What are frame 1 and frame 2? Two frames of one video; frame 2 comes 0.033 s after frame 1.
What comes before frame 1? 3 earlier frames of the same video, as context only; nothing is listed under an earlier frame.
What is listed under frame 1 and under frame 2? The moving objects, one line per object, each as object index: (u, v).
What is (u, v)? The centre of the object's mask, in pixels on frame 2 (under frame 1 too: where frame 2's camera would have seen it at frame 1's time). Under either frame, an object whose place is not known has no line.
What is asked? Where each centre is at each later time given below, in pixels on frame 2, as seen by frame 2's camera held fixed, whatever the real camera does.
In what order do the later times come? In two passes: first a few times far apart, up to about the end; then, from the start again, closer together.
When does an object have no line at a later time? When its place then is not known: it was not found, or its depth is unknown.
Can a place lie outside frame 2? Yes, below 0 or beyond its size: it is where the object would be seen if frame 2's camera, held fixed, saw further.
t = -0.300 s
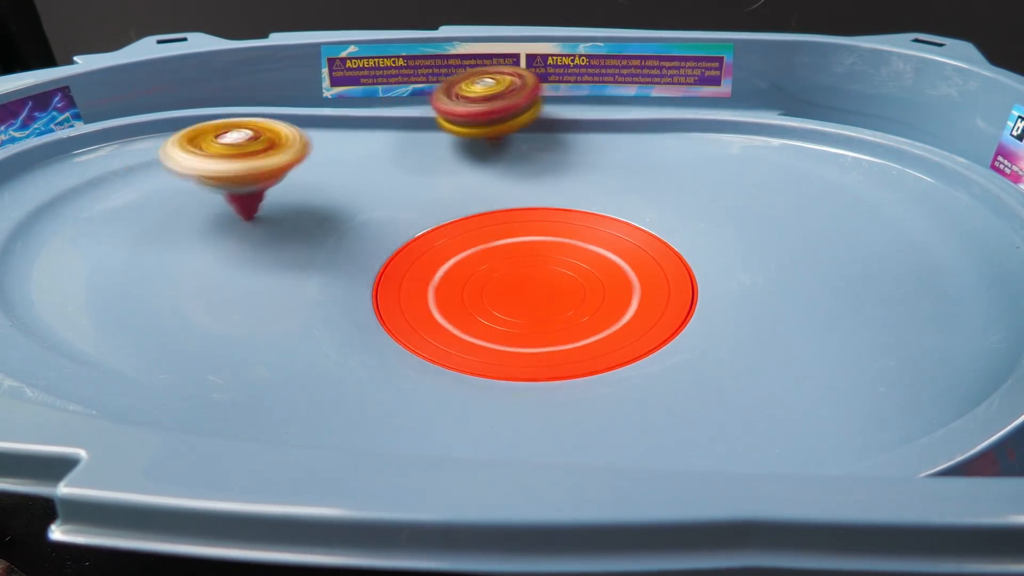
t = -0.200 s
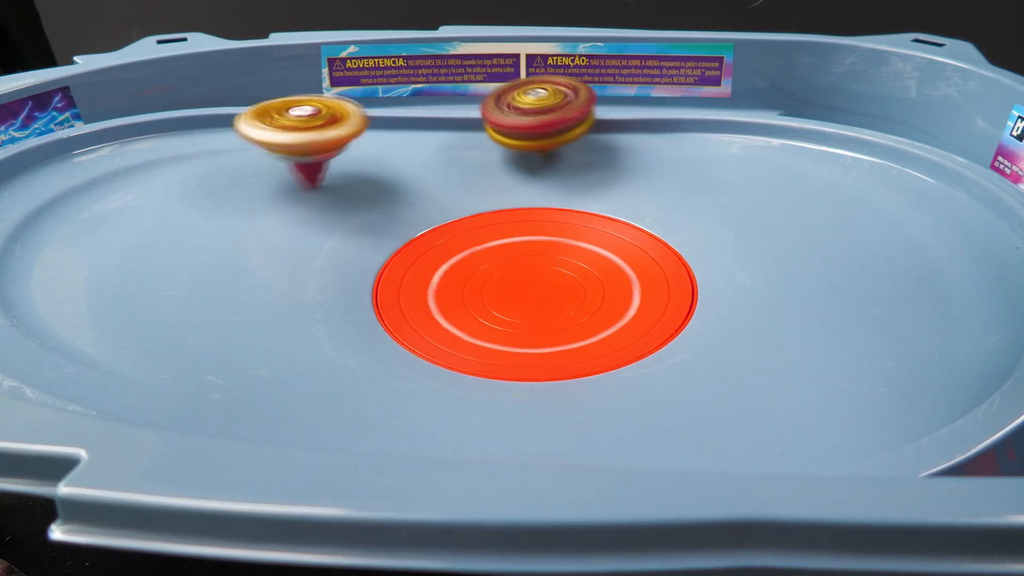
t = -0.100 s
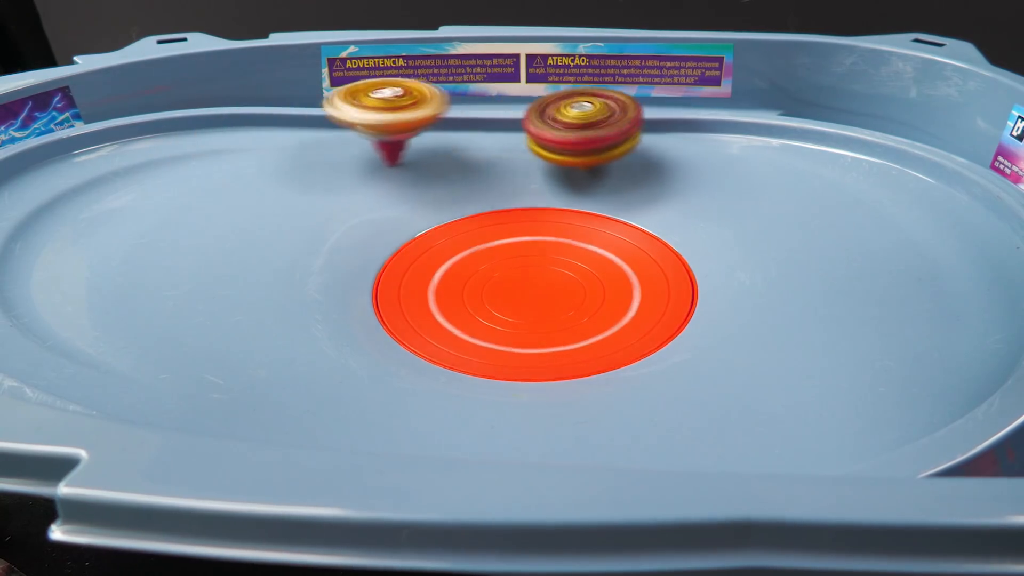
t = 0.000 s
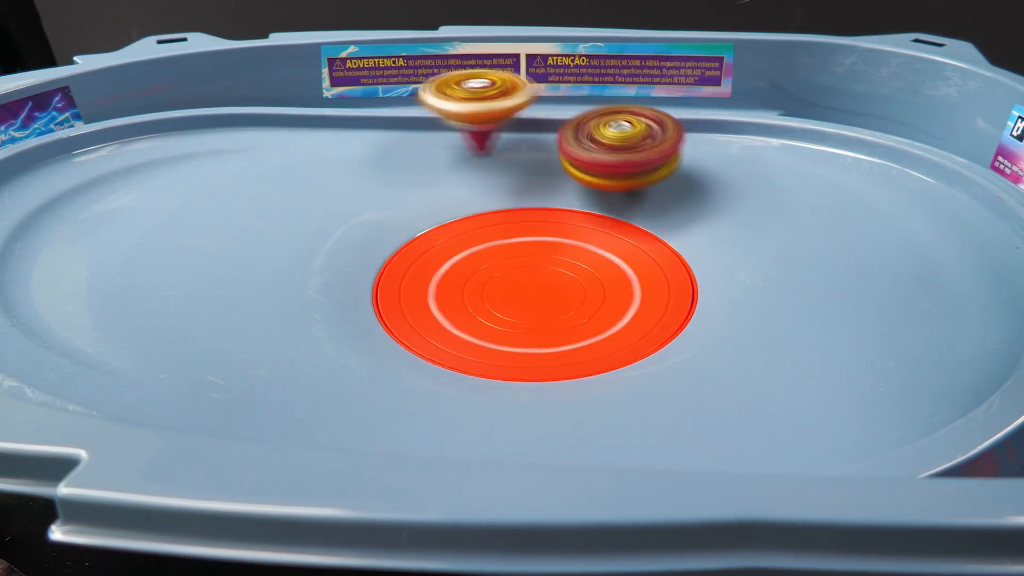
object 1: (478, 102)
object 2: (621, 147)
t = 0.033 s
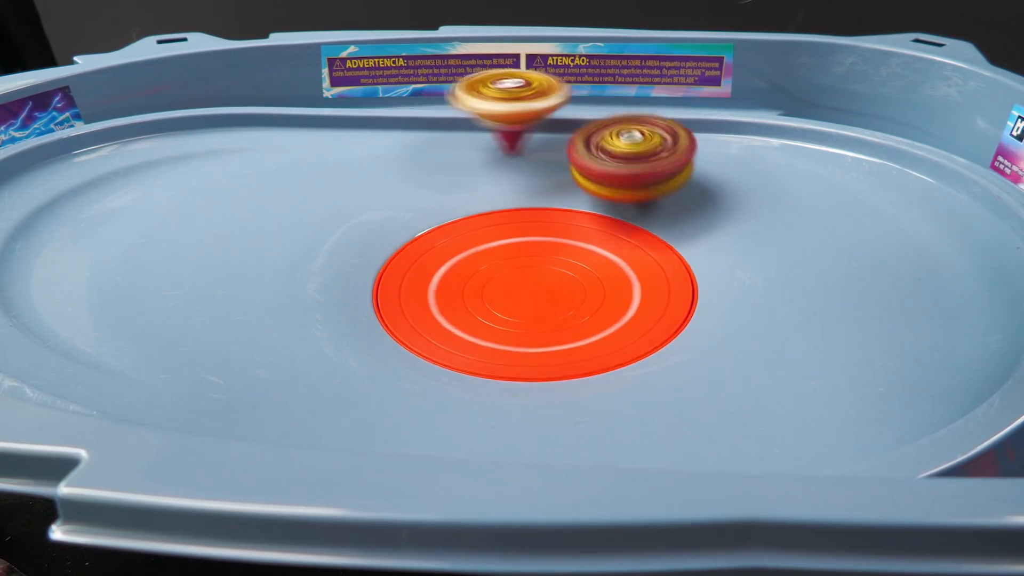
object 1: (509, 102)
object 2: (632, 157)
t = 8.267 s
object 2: (534, 103)
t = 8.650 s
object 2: (547, 141)
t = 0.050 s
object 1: (526, 102)
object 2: (636, 163)
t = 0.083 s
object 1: (560, 102)
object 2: (643, 178)
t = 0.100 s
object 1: (576, 103)
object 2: (645, 186)
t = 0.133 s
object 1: (606, 105)
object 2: (648, 203)
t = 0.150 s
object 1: (620, 106)
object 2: (649, 213)
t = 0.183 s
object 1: (652, 111)
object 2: (649, 235)
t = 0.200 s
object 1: (667, 113)
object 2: (647, 248)
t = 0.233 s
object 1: (698, 119)
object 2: (641, 277)
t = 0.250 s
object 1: (715, 122)
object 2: (633, 291)
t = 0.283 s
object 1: (746, 130)
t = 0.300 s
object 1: (759, 133)
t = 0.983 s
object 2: (461, 136)
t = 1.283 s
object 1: (545, 128)
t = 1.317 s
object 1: (572, 124)
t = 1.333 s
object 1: (585, 123)
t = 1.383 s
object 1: (617, 125)
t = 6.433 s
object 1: (492, 118)
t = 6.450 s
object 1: (495, 116)
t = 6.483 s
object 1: (501, 105)
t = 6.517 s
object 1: (508, 100)
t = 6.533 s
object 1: (510, 96)
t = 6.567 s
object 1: (510, 91)
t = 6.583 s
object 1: (510, 92)
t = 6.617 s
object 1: (509, 94)
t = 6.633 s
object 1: (506, 95)
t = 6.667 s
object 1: (500, 98)
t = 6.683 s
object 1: (497, 100)
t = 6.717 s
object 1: (489, 103)
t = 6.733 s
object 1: (484, 104)
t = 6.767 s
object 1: (477, 109)
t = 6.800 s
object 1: (471, 115)
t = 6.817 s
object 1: (466, 118)
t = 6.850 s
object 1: (460, 125)
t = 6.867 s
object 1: (459, 129)
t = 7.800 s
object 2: (446, 137)
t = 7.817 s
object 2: (453, 134)
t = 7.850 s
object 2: (464, 128)
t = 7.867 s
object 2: (468, 126)
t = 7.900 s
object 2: (477, 121)
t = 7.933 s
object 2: (485, 116)
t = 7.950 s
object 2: (490, 114)
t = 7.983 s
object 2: (497, 111)
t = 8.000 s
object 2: (500, 110)
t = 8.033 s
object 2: (507, 108)
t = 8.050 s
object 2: (509, 108)
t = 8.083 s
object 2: (515, 106)
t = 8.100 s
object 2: (518, 105)
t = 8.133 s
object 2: (522, 104)
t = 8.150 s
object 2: (524, 104)
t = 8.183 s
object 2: (527, 103)
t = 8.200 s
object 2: (529, 103)
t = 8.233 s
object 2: (532, 103)
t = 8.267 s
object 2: (534, 103)
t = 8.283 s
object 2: (535, 103)
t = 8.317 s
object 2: (537, 104)
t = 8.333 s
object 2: (537, 104)
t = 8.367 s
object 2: (539, 106)
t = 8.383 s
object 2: (540, 107)
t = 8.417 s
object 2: (542, 107)
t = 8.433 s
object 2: (542, 108)
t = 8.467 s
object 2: (541, 110)
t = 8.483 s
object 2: (541, 113)
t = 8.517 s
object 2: (540, 117)
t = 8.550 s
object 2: (541, 122)
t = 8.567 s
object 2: (543, 125)
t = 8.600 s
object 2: (544, 131)
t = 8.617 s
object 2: (545, 134)
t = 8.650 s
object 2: (547, 141)
